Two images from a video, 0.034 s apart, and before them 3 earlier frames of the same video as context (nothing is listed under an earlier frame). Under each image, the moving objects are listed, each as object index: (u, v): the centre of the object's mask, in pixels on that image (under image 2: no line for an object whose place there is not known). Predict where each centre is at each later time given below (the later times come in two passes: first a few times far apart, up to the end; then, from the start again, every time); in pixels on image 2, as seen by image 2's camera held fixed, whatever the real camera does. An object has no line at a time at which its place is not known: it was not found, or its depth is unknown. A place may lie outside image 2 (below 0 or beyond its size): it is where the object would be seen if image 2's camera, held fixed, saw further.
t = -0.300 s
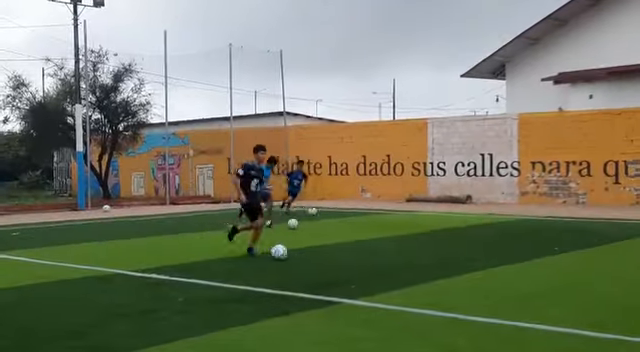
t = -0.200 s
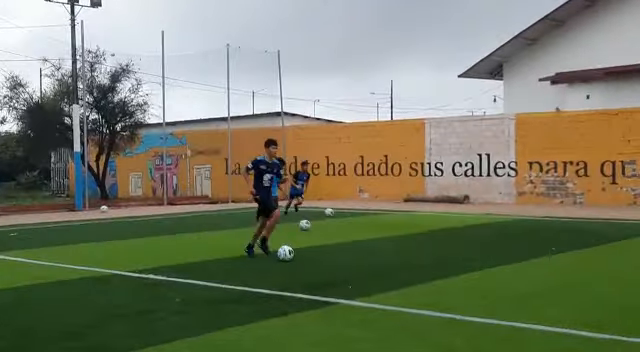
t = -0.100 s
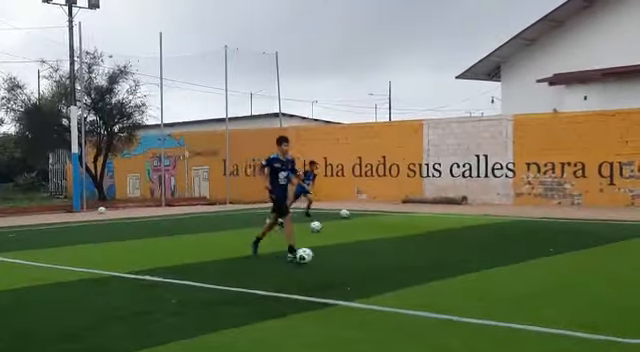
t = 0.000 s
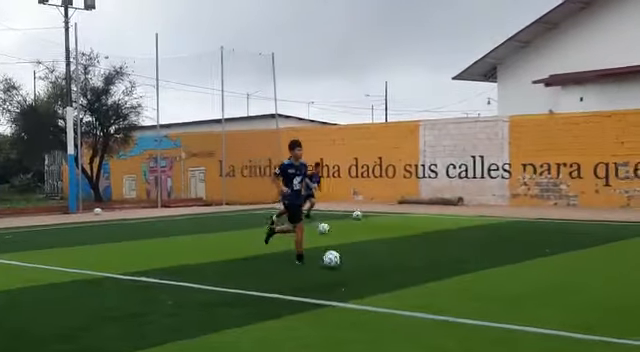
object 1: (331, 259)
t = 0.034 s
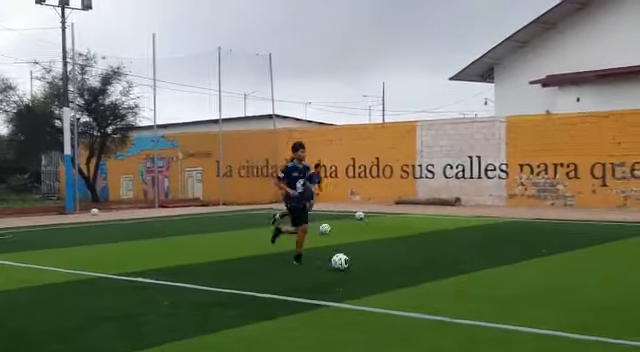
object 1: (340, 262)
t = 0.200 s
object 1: (393, 267)
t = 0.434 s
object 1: (466, 273)
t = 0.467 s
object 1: (475, 274)
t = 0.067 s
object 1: (350, 263)
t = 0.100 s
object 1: (359, 264)
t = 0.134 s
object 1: (370, 264)
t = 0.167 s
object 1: (381, 265)
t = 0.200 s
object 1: (393, 267)
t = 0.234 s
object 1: (403, 268)
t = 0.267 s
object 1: (413, 268)
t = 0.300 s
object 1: (424, 269)
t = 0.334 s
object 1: (434, 271)
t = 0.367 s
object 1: (446, 272)
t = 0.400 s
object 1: (456, 272)
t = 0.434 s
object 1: (466, 273)
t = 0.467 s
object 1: (475, 274)
